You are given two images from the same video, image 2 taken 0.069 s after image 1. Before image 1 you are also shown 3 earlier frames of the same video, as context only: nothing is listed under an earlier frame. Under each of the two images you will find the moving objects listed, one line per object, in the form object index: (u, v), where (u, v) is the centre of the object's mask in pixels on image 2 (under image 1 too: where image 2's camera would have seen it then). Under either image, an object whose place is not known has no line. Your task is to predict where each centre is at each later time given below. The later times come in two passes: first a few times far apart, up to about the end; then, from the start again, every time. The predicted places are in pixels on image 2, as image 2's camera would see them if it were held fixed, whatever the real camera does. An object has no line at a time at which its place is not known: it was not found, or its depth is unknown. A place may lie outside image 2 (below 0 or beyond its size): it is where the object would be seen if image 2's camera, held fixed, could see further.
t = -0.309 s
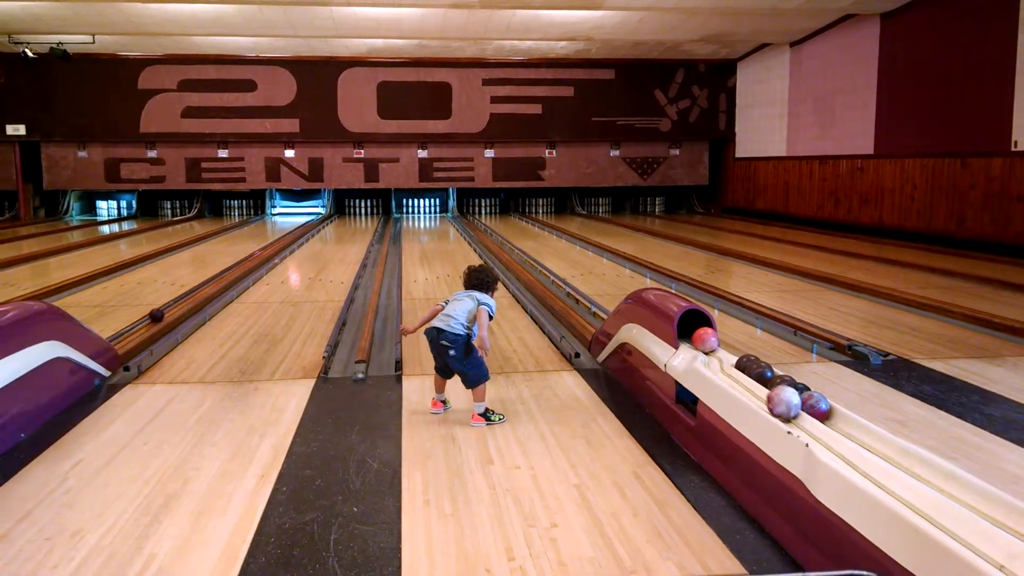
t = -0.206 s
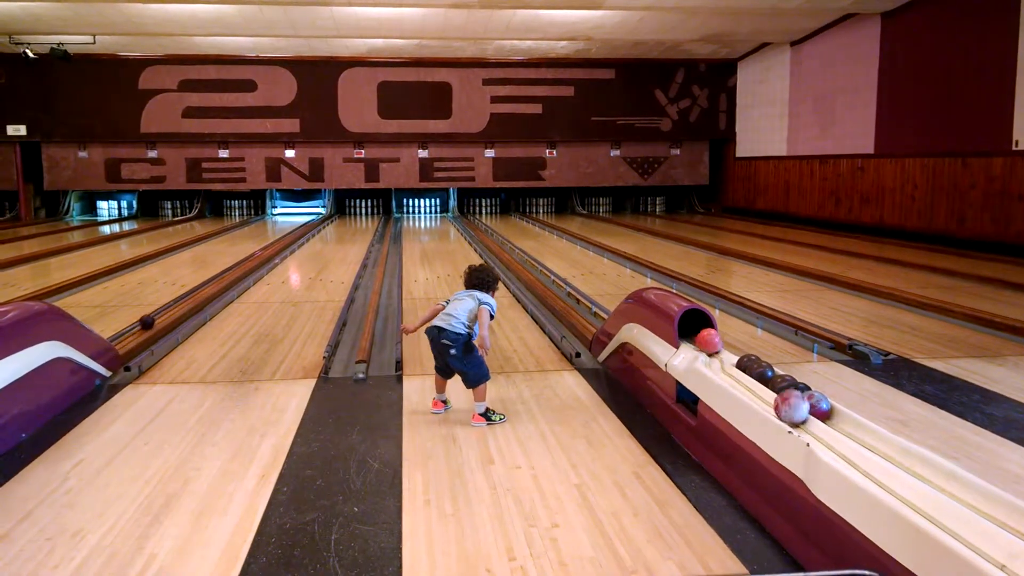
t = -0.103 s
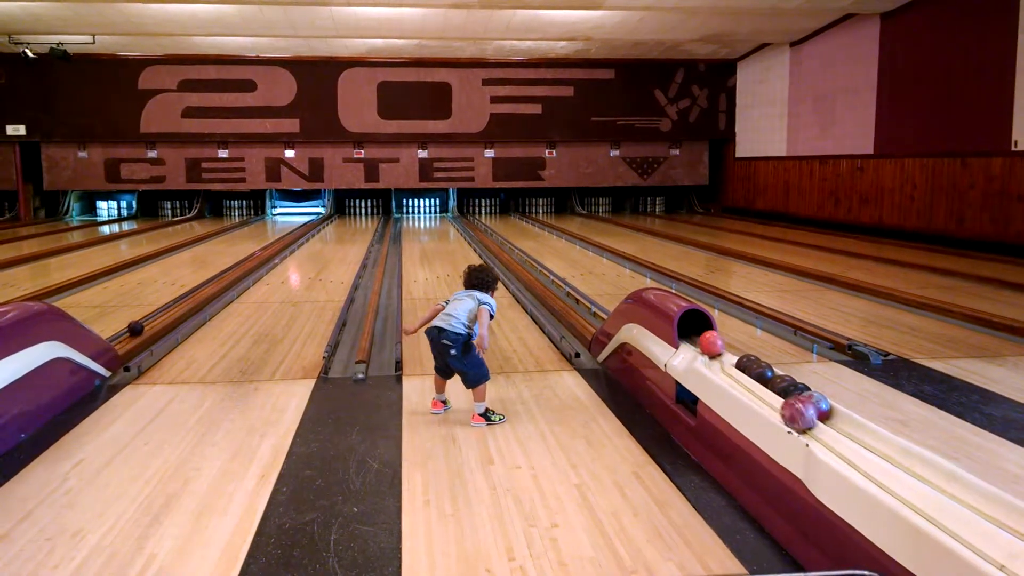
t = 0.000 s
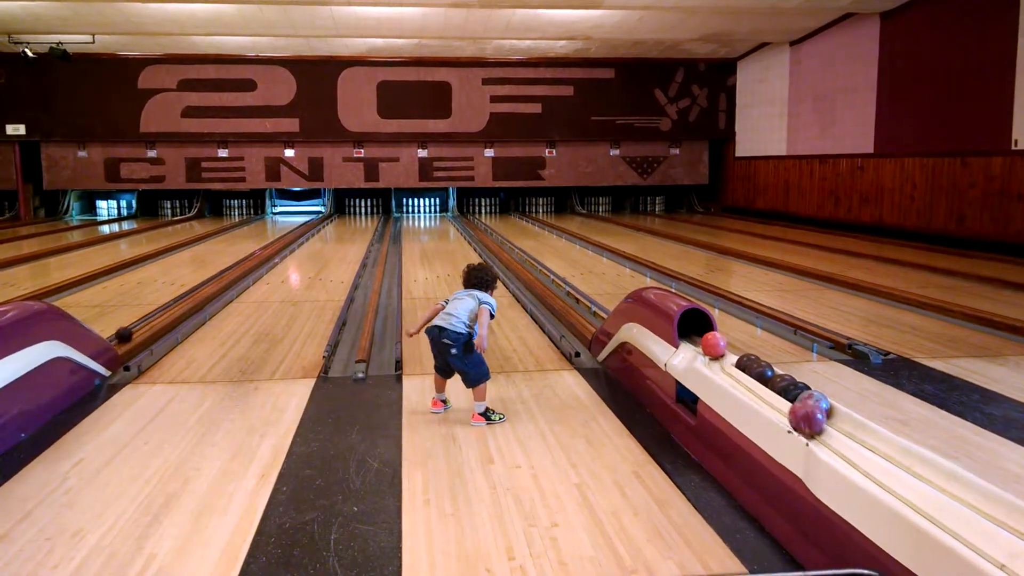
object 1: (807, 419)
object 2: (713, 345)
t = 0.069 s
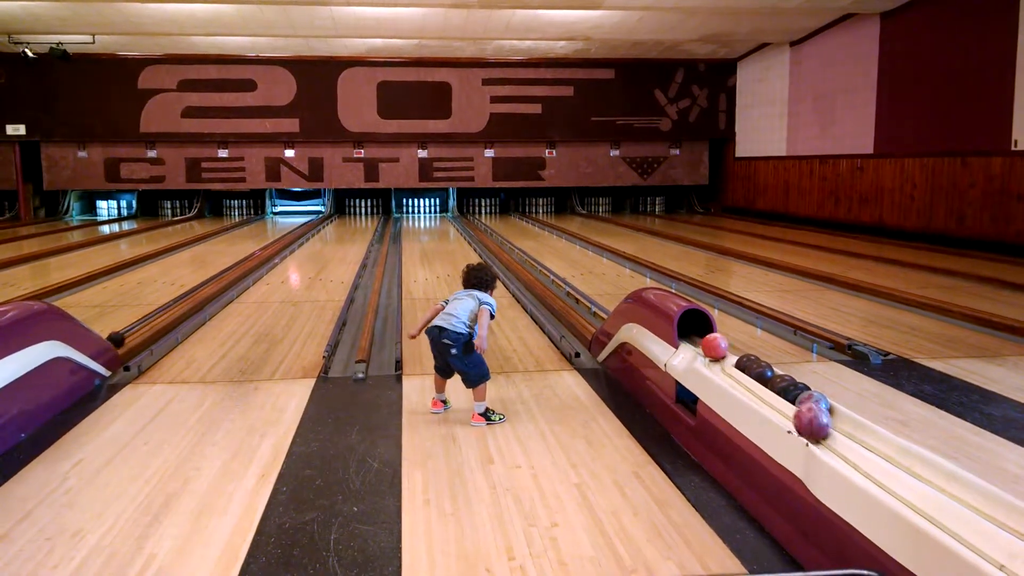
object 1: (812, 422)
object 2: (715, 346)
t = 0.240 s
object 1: (828, 433)
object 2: (715, 350)
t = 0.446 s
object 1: (848, 446)
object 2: (717, 356)
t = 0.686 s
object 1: (875, 464)
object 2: (726, 363)
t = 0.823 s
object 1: (891, 475)
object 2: (733, 368)
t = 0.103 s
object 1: (815, 424)
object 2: (715, 347)
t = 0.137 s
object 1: (818, 426)
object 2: (714, 347)
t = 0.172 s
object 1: (821, 427)
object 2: (715, 348)
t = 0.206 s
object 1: (825, 430)
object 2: (715, 349)
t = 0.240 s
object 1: (828, 433)
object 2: (715, 350)
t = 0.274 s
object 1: (831, 435)
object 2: (716, 352)
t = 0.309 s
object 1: (835, 436)
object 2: (716, 353)
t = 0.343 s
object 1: (838, 438)
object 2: (716, 354)
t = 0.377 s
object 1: (841, 441)
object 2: (716, 354)
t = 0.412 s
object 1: (844, 443)
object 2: (716, 355)
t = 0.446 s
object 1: (848, 446)
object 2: (717, 356)
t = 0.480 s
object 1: (851, 448)
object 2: (718, 357)
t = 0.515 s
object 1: (855, 451)
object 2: (719, 358)
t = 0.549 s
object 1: (859, 453)
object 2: (721, 359)
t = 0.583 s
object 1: (863, 456)
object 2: (722, 360)
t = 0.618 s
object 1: (866, 459)
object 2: (723, 361)
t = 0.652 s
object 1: (871, 461)
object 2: (725, 362)
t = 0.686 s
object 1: (875, 464)
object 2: (726, 363)
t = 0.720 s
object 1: (878, 466)
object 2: (728, 364)
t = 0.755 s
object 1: (883, 469)
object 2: (730, 366)
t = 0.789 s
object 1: (887, 472)
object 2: (731, 366)
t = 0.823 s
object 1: (891, 475)
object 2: (733, 368)
